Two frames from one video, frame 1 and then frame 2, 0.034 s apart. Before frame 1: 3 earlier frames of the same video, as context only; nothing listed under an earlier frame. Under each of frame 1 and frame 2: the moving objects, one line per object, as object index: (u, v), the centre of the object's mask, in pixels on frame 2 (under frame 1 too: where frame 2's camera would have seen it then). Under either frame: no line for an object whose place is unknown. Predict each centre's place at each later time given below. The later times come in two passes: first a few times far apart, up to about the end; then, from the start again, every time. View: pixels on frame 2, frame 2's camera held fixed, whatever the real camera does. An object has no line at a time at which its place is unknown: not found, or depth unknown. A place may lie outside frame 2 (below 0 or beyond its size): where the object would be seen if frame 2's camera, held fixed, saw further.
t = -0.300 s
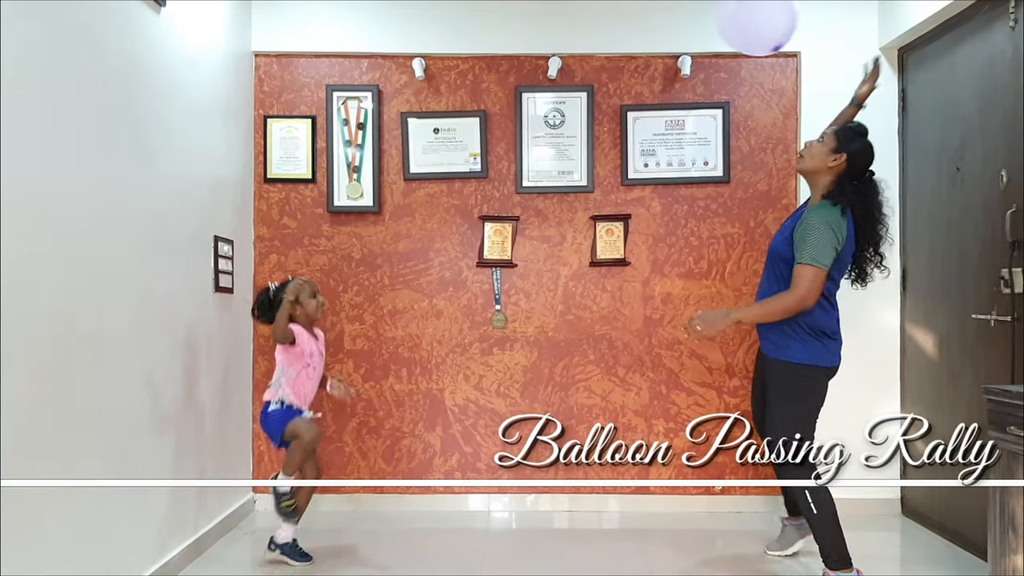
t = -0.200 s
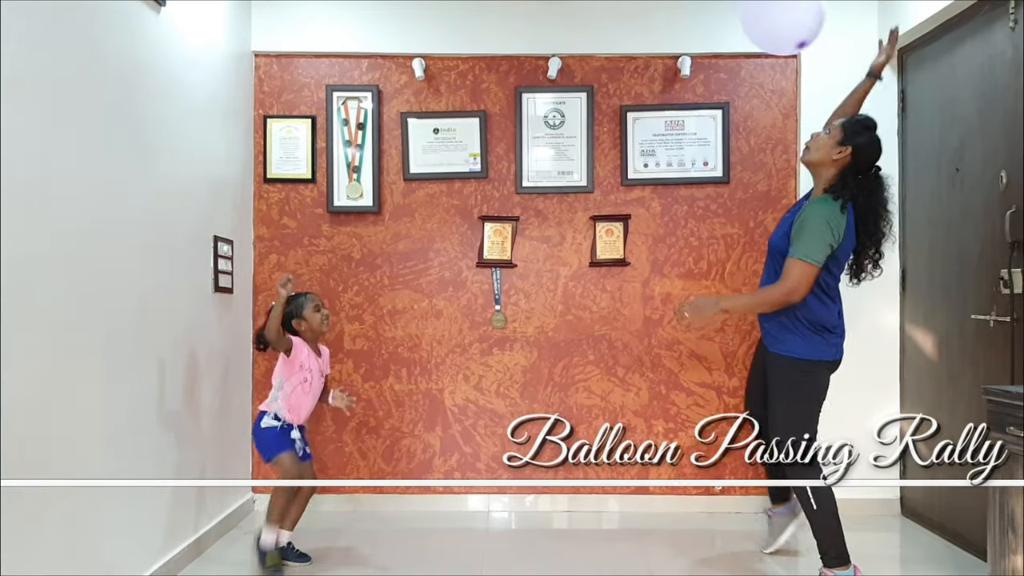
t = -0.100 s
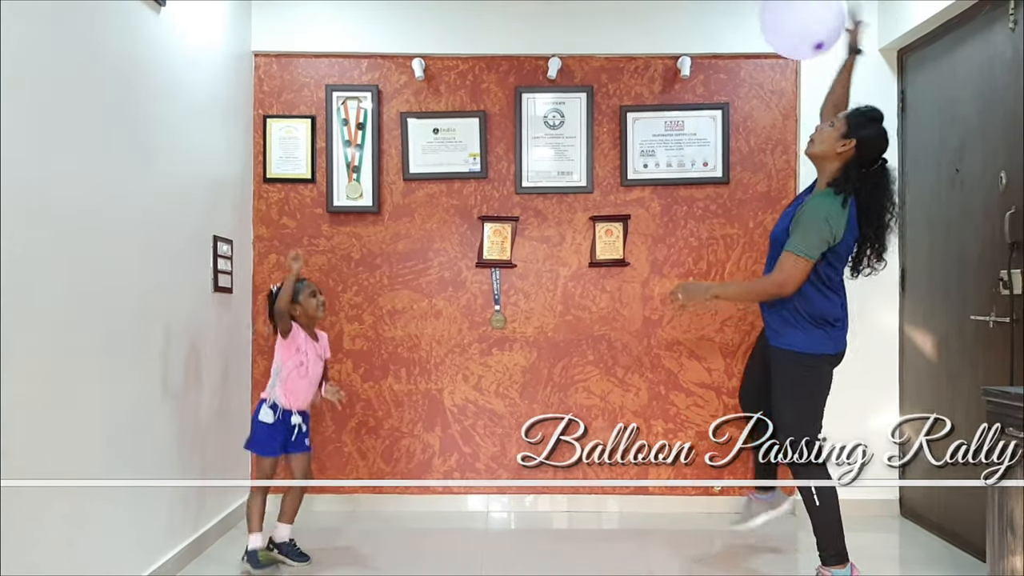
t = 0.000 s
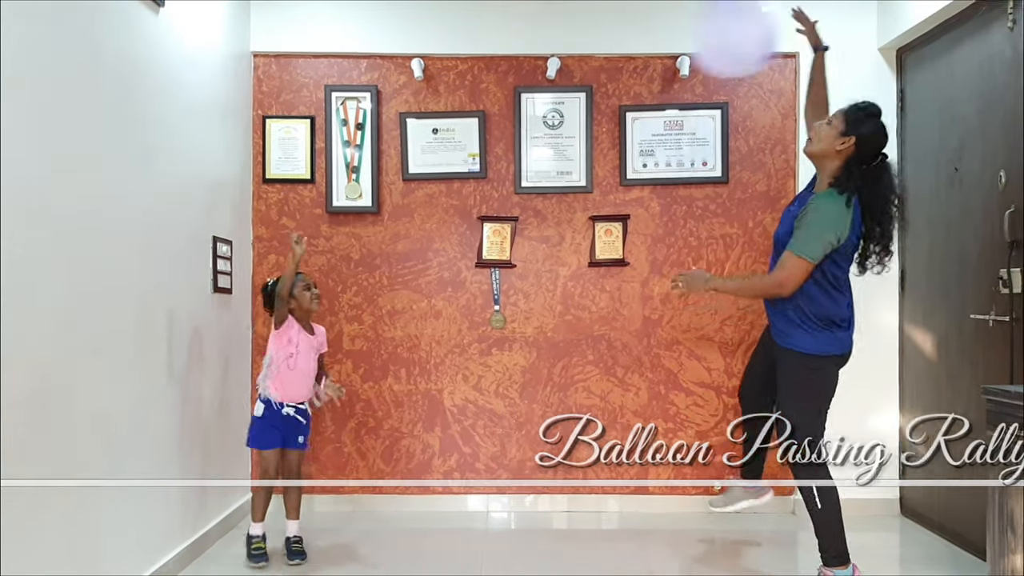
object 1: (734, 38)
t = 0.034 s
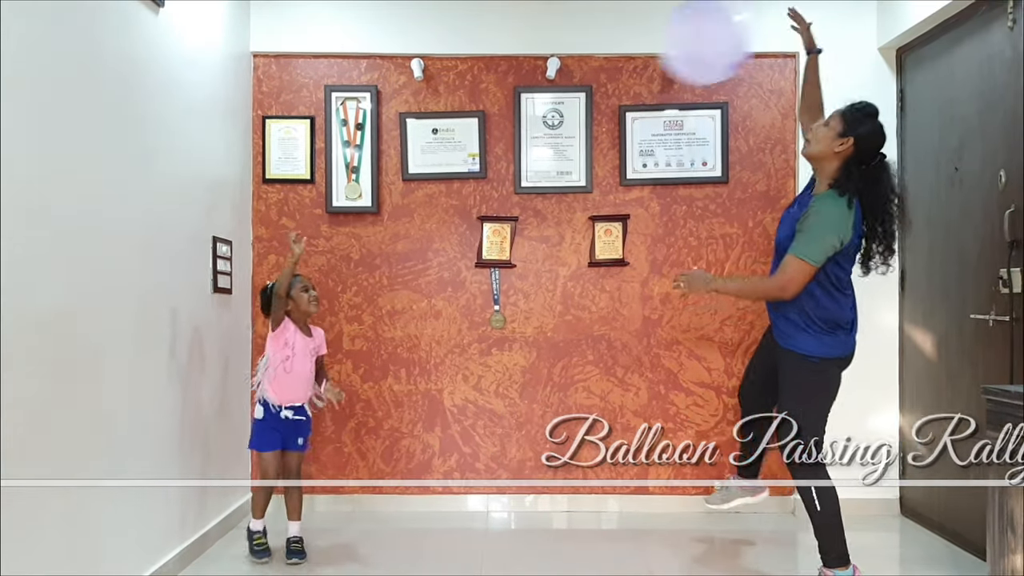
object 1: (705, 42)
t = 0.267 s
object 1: (537, 93)
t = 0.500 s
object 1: (453, 144)
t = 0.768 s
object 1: (420, 202)
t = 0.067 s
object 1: (678, 49)
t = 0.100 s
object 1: (650, 57)
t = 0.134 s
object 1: (623, 65)
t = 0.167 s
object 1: (601, 71)
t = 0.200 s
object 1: (579, 78)
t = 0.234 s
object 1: (558, 86)
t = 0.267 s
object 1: (537, 93)
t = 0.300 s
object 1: (520, 99)
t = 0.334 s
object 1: (505, 105)
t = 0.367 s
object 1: (492, 113)
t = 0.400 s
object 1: (480, 121)
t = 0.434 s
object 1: (469, 129)
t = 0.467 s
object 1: (461, 137)
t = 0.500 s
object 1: (453, 144)
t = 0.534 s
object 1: (446, 152)
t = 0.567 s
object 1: (439, 159)
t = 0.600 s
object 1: (434, 166)
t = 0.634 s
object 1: (430, 172)
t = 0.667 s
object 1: (426, 181)
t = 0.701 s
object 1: (424, 188)
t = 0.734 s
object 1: (421, 195)
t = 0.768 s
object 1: (420, 202)
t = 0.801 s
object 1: (419, 208)
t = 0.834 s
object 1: (418, 215)
